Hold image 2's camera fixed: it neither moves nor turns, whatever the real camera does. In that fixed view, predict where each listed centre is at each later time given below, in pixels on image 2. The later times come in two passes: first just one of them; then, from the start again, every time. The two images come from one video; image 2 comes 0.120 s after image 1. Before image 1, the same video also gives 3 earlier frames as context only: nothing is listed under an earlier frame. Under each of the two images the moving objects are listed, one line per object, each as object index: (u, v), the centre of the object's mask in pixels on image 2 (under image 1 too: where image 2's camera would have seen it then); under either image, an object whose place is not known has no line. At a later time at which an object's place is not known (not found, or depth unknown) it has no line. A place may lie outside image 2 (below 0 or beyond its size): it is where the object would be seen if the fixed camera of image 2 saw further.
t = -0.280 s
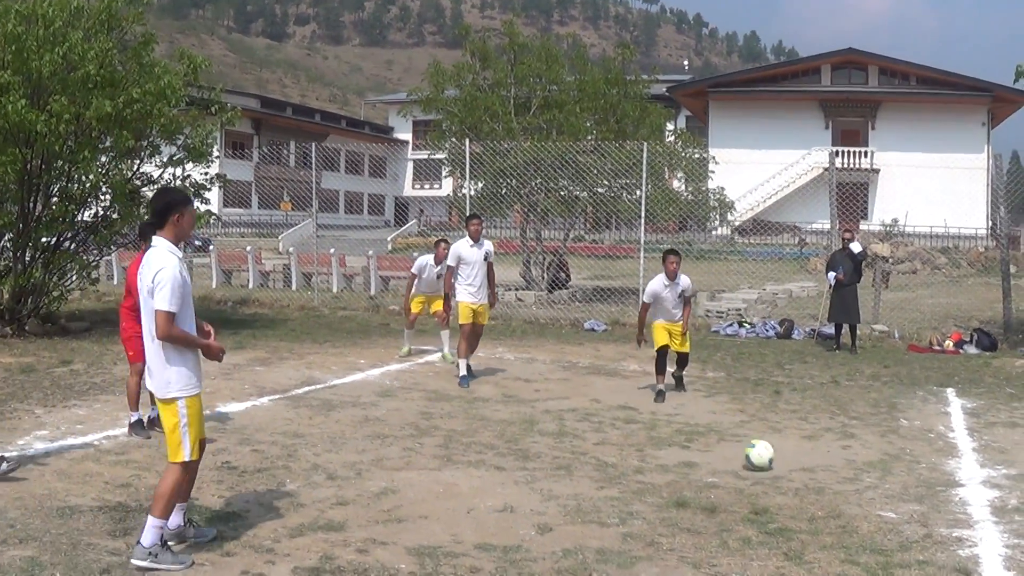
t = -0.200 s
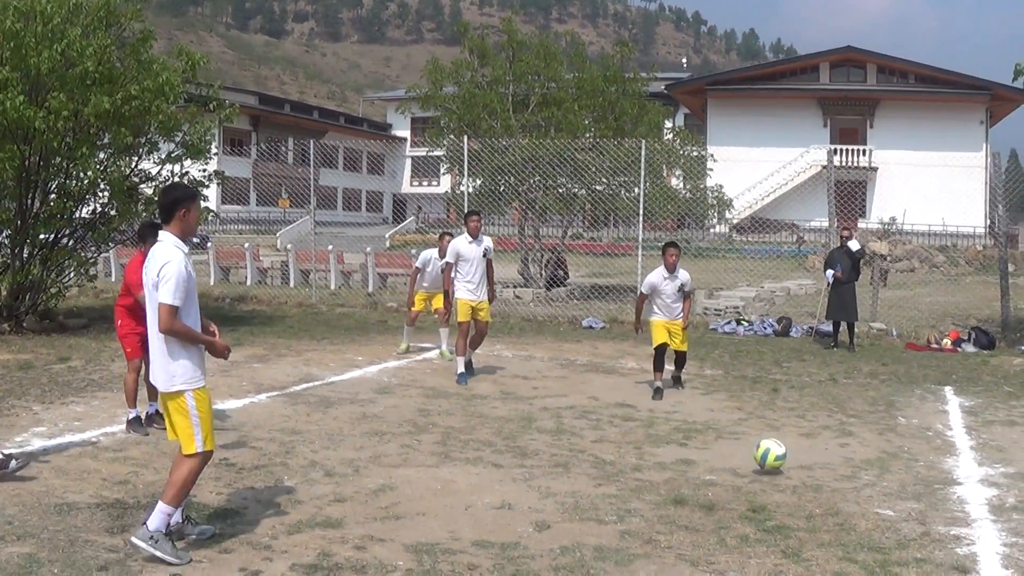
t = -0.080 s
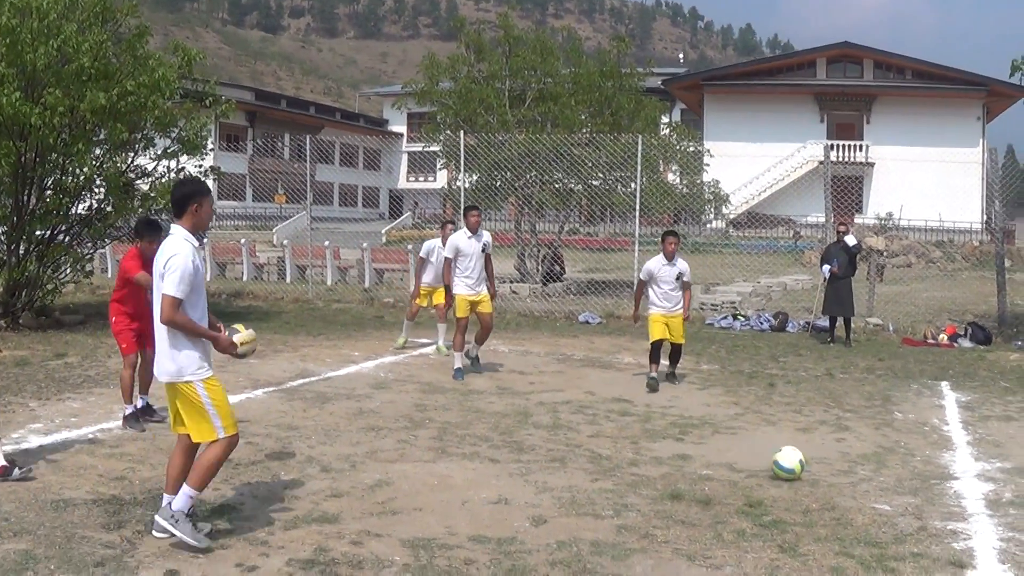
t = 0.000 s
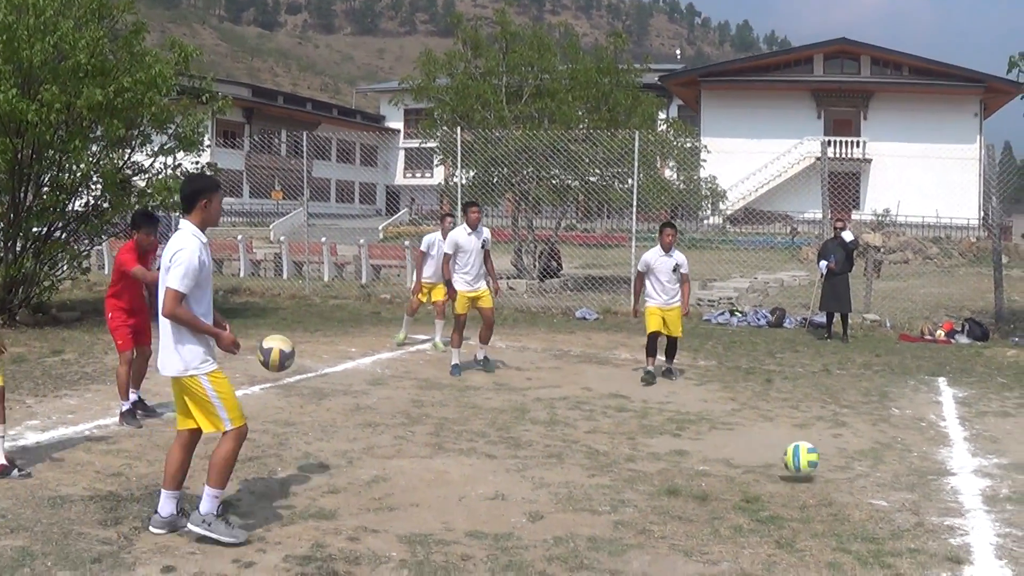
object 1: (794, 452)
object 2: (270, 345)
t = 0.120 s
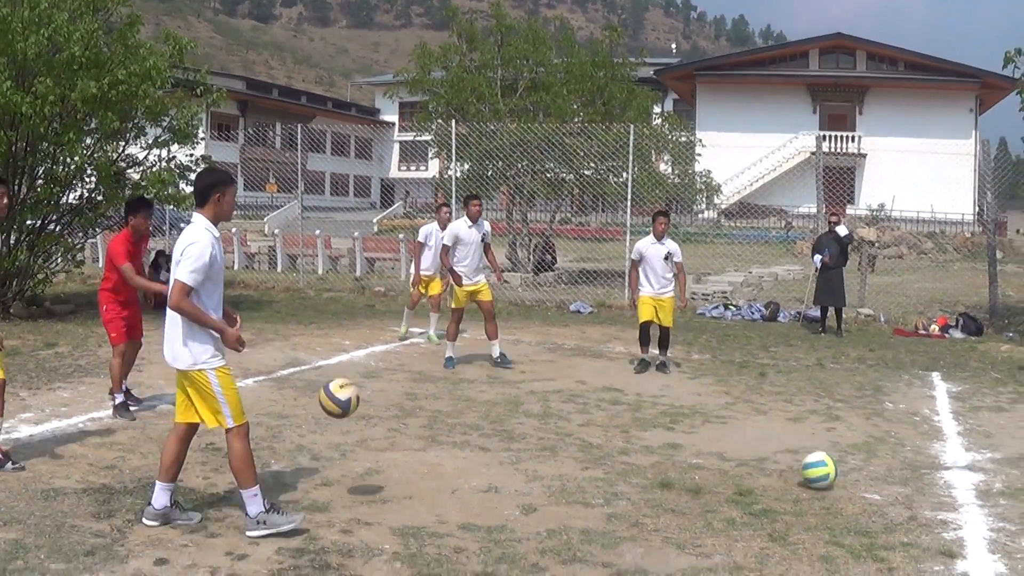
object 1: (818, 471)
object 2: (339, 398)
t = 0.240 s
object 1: (848, 476)
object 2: (422, 488)
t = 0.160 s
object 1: (829, 470)
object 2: (365, 424)
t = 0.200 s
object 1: (838, 473)
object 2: (393, 453)
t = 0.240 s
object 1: (848, 476)
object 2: (422, 488)
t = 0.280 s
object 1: (858, 485)
